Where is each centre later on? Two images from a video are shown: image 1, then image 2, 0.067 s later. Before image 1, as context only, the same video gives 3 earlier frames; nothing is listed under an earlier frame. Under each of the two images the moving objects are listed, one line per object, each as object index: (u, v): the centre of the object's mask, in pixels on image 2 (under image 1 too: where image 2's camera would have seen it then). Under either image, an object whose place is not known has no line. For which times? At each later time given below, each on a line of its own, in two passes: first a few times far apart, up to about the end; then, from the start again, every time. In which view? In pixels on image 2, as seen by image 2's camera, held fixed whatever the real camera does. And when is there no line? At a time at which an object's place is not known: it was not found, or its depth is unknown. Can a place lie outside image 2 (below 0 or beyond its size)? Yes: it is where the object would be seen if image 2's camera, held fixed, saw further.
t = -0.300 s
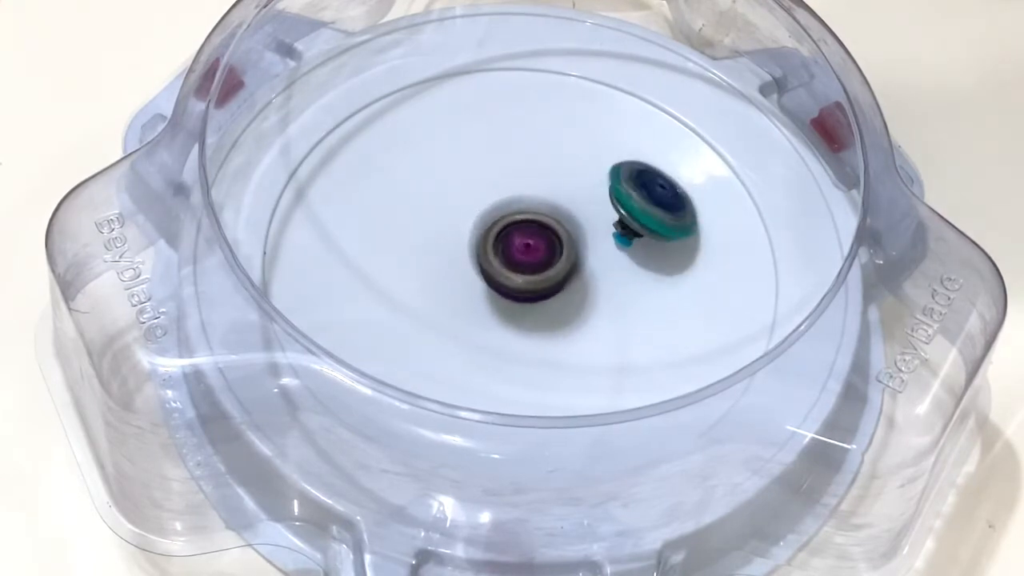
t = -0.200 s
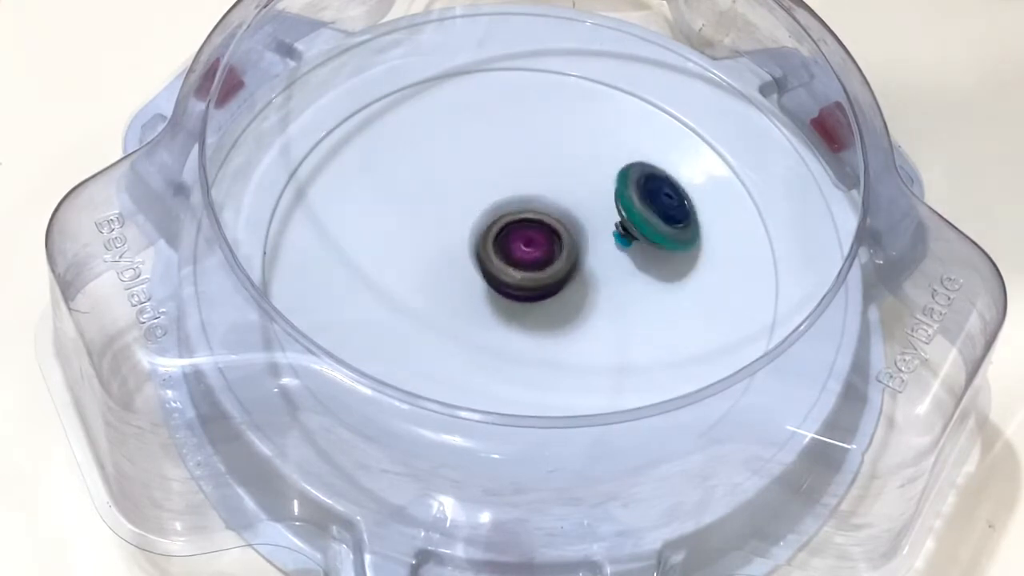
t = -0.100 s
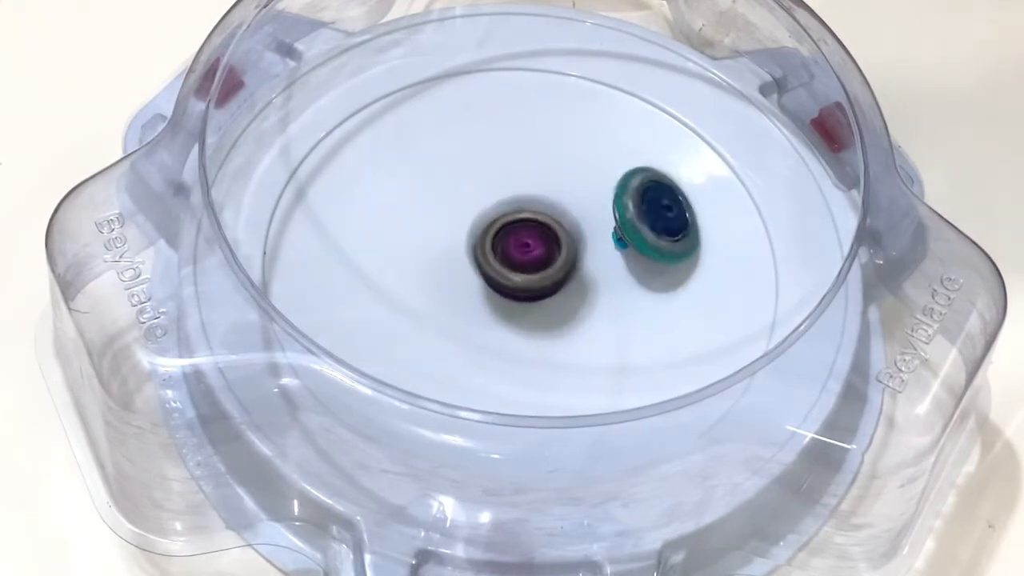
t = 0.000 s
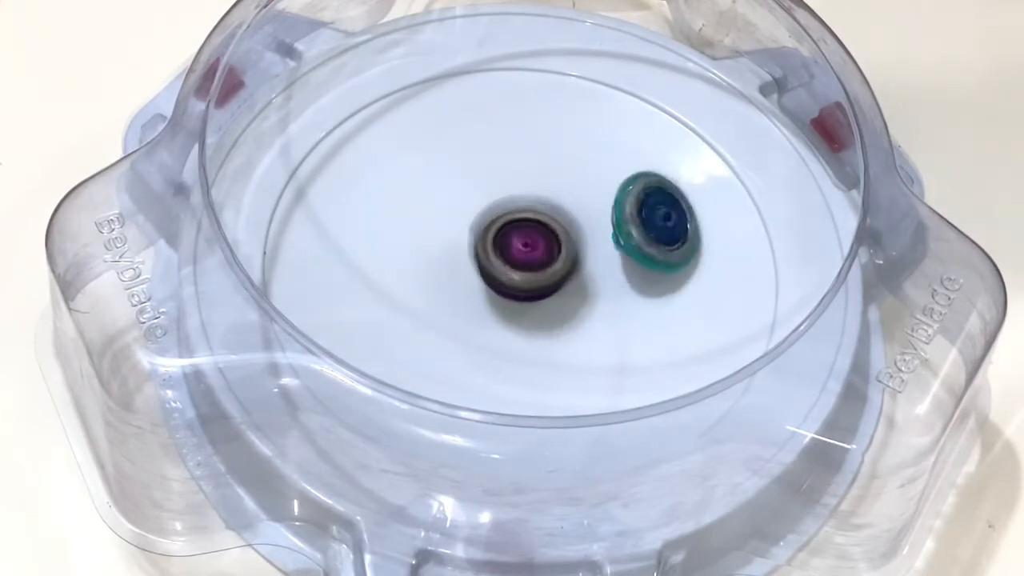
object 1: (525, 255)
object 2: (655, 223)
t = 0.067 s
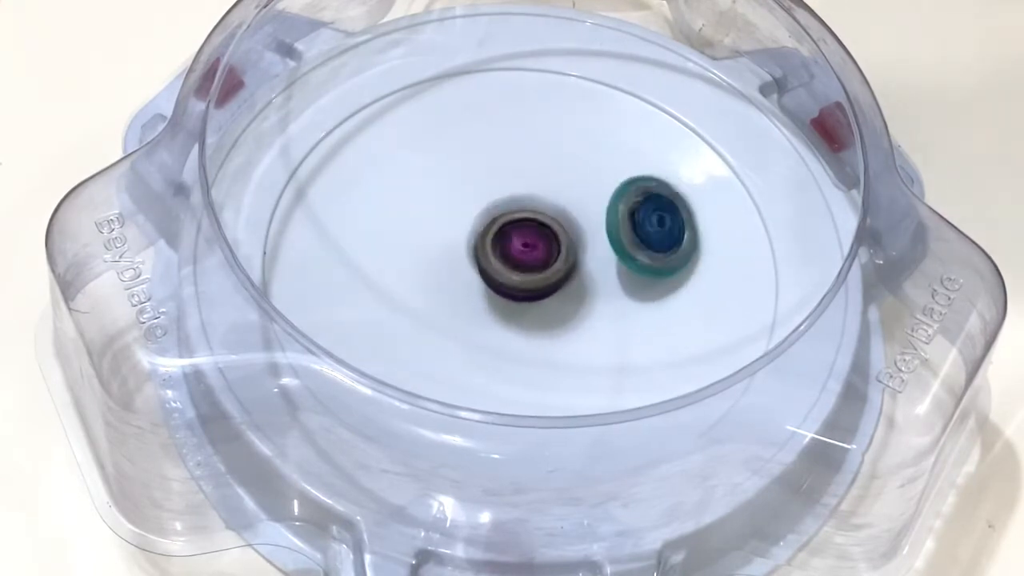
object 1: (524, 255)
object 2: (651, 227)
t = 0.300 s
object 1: (504, 257)
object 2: (640, 227)
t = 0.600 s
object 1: (478, 261)
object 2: (612, 215)
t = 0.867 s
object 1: (494, 255)
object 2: (615, 187)
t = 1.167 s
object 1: (471, 269)
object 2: (628, 184)
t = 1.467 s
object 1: (506, 250)
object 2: (639, 188)
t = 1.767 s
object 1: (492, 273)
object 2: (585, 207)
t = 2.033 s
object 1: (492, 291)
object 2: (563, 223)
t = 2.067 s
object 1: (488, 297)
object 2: (559, 224)
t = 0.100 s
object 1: (523, 254)
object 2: (649, 228)
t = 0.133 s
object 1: (524, 254)
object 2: (646, 228)
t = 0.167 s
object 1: (523, 254)
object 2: (645, 228)
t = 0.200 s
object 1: (523, 254)
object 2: (642, 229)
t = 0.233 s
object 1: (523, 253)
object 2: (639, 230)
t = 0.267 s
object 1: (517, 254)
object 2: (641, 230)
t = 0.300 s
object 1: (504, 257)
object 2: (640, 227)
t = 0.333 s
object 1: (492, 260)
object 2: (635, 227)
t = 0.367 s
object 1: (484, 263)
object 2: (632, 225)
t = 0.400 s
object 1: (477, 263)
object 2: (627, 224)
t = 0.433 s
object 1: (473, 265)
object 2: (624, 223)
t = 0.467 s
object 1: (471, 265)
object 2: (621, 222)
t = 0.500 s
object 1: (470, 265)
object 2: (618, 220)
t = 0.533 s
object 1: (472, 264)
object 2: (616, 219)
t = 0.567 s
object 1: (474, 262)
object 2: (614, 217)
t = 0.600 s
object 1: (478, 261)
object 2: (612, 215)
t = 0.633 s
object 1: (483, 259)
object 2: (610, 214)
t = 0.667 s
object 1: (487, 256)
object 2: (608, 211)
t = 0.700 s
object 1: (494, 254)
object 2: (607, 208)
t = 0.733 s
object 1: (498, 250)
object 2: (605, 205)
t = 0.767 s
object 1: (503, 248)
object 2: (604, 203)
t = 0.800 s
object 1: (508, 245)
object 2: (604, 202)
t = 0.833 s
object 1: (506, 246)
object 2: (608, 198)
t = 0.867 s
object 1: (494, 255)
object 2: (615, 187)
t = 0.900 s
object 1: (485, 260)
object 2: (620, 187)
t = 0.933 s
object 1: (475, 264)
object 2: (622, 186)
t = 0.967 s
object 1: (469, 268)
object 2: (622, 186)
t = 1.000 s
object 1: (467, 270)
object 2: (620, 185)
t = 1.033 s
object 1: (463, 271)
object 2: (621, 185)
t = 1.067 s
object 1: (464, 273)
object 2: (624, 186)
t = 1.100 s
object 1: (467, 272)
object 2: (625, 185)
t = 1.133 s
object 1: (468, 270)
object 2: (626, 184)
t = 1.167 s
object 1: (471, 269)
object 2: (628, 184)
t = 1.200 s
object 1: (475, 268)
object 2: (631, 184)
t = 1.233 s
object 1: (479, 265)
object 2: (635, 184)
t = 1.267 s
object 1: (484, 262)
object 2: (637, 186)
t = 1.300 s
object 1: (490, 260)
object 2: (640, 186)
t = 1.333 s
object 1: (495, 257)
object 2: (643, 186)
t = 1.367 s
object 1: (497, 255)
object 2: (643, 190)
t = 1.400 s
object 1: (501, 253)
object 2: (642, 190)
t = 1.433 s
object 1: (504, 251)
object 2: (641, 191)
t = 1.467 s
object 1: (506, 250)
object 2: (639, 188)
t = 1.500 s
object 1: (508, 250)
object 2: (632, 192)
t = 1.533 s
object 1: (511, 250)
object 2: (623, 200)
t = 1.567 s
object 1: (514, 248)
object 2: (611, 205)
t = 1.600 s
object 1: (511, 250)
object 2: (601, 215)
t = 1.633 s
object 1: (506, 255)
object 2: (603, 205)
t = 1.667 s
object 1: (502, 260)
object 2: (601, 201)
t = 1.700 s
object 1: (497, 266)
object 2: (592, 204)
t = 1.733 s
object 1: (493, 270)
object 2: (590, 202)
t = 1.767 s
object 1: (492, 273)
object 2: (585, 207)
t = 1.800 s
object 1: (493, 276)
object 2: (580, 205)
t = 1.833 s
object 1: (492, 278)
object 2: (570, 213)
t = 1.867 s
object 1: (492, 280)
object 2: (564, 222)
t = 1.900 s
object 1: (495, 281)
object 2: (566, 221)
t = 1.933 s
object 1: (498, 281)
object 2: (567, 224)
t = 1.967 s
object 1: (497, 283)
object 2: (568, 223)
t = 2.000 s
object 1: (494, 287)
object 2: (569, 229)
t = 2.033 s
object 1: (492, 291)
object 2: (563, 223)
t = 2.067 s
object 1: (488, 297)
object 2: (559, 224)
